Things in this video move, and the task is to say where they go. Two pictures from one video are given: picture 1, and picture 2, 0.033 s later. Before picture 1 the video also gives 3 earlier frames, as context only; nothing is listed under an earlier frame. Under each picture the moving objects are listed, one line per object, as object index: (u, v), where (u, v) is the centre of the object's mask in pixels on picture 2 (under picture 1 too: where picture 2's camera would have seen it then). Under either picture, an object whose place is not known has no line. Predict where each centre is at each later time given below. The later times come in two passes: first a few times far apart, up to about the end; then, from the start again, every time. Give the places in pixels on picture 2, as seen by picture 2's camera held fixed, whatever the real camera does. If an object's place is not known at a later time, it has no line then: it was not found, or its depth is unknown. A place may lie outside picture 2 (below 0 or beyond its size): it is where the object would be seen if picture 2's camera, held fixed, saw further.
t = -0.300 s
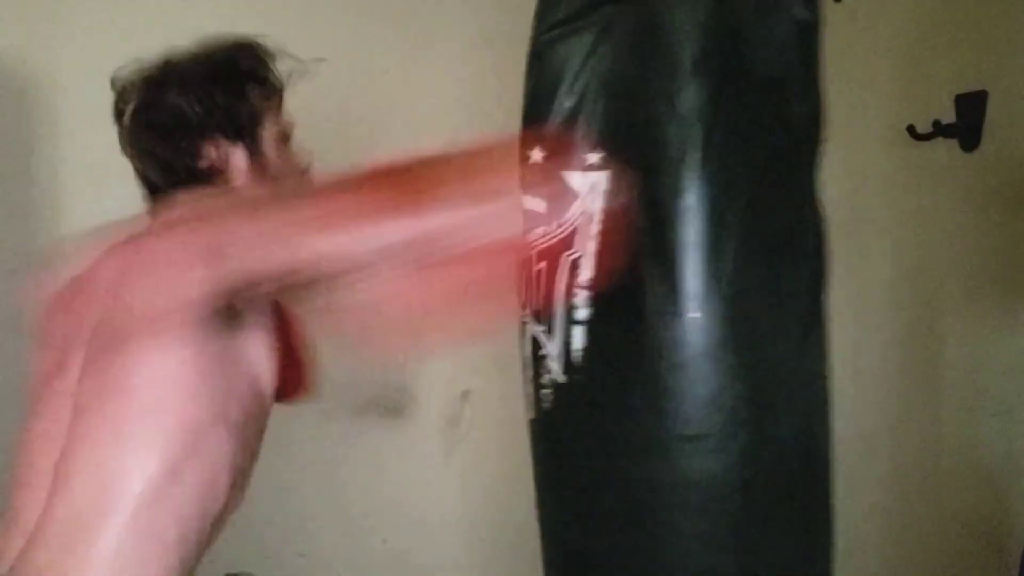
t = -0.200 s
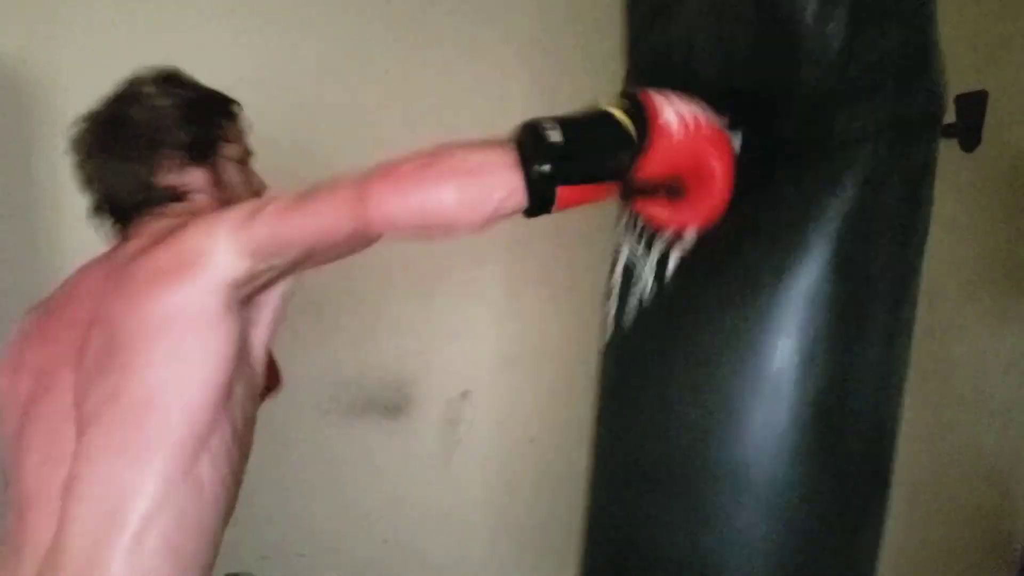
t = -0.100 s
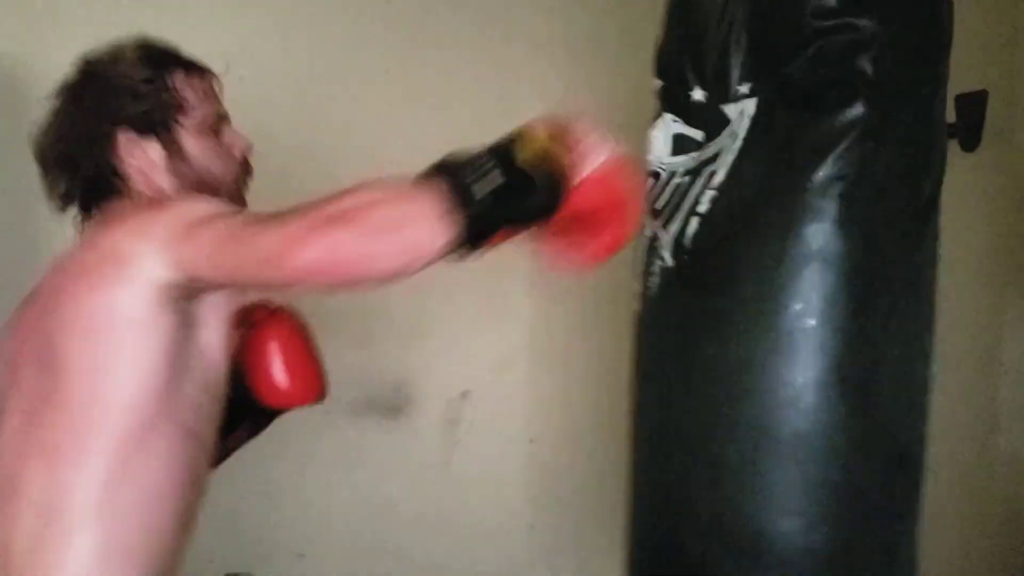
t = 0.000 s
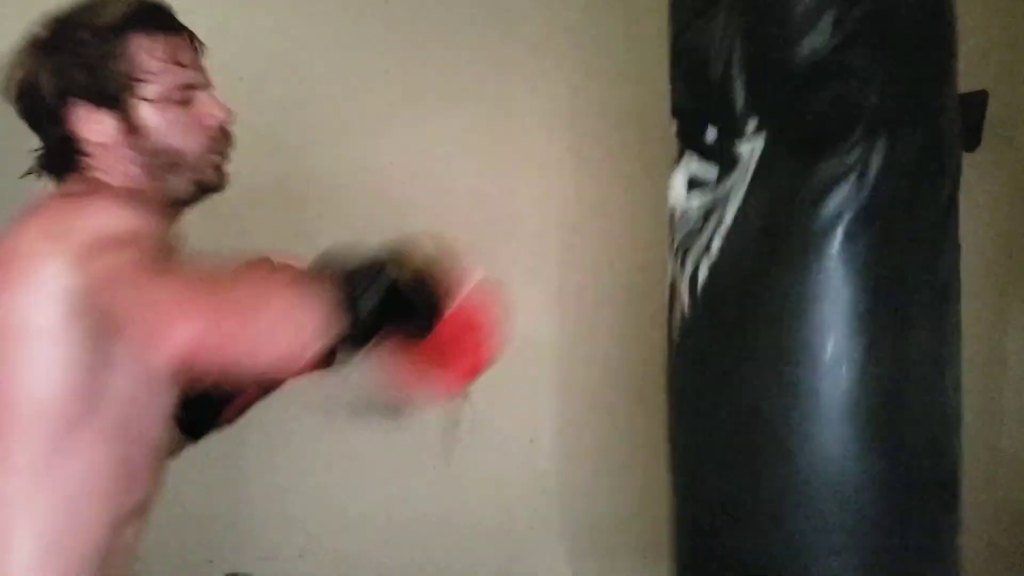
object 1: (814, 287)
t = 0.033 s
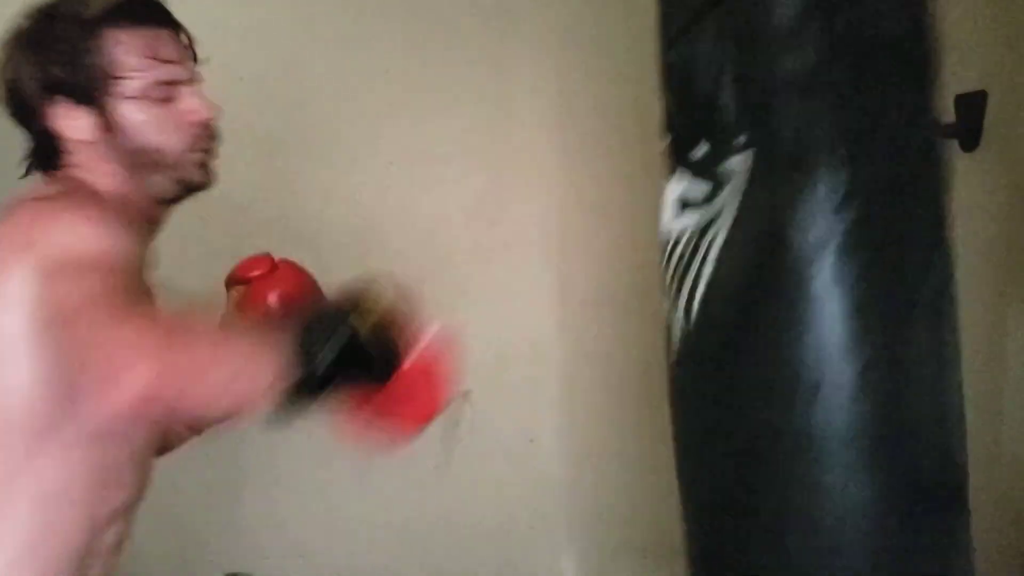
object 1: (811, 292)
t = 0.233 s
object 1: (794, 294)
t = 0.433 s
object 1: (798, 295)
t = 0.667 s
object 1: (746, 296)
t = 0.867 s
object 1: (687, 296)
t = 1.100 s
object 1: (625, 297)
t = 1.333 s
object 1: (598, 298)
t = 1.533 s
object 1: (613, 296)
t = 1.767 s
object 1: (675, 295)
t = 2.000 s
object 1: (748, 295)
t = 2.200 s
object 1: (791, 296)
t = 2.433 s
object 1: (798, 295)
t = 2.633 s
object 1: (767, 294)
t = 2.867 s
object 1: (704, 292)
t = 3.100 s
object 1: (639, 292)
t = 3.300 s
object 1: (605, 293)
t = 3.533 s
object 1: (608, 292)
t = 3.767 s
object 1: (657, 290)
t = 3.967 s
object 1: (720, 290)
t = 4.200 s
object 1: (777, 290)
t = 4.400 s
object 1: (796, 290)
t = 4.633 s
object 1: (777, 290)
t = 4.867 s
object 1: (721, 290)
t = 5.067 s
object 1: (665, 290)
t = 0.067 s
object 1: (802, 293)
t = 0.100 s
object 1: (797, 292)
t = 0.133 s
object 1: (788, 295)
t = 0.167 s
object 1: (787, 293)
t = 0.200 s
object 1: (792, 294)
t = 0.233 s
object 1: (794, 294)
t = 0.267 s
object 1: (799, 296)
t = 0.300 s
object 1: (807, 296)
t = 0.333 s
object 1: (811, 294)
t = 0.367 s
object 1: (809, 295)
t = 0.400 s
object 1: (804, 295)
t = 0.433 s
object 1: (798, 295)
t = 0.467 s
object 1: (791, 295)
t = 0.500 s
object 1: (784, 295)
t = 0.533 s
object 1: (780, 295)
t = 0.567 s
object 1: (774, 295)
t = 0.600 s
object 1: (766, 295)
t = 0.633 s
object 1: (757, 295)
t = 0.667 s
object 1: (746, 296)
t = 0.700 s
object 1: (735, 296)
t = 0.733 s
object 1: (726, 296)
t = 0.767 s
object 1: (717, 296)
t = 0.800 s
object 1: (708, 296)
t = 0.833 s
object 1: (698, 296)
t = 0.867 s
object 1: (687, 296)
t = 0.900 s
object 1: (677, 296)
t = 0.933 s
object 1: (667, 296)
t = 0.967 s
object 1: (658, 296)
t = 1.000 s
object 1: (649, 296)
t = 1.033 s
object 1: (641, 296)
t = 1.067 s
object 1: (633, 297)
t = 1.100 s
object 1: (625, 297)
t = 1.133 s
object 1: (618, 297)
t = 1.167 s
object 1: (612, 297)
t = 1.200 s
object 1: (606, 297)
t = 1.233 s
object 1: (602, 297)
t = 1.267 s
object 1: (599, 298)
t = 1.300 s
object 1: (598, 298)
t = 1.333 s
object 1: (598, 298)
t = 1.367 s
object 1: (598, 298)
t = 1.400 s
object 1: (599, 298)
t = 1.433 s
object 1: (601, 297)
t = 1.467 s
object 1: (603, 297)
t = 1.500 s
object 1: (608, 297)
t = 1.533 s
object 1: (613, 296)
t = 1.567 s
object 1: (620, 296)
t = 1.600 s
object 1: (628, 296)
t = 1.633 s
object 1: (636, 297)
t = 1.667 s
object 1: (645, 296)
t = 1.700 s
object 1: (655, 296)
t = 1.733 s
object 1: (665, 296)
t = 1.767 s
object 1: (675, 295)
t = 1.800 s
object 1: (685, 296)
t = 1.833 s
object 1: (696, 296)
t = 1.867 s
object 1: (707, 295)
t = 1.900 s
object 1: (718, 295)
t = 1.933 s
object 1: (729, 295)
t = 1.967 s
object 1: (739, 295)
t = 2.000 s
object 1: (748, 295)
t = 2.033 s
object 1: (757, 295)
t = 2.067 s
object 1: (766, 295)
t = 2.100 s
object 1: (773, 296)
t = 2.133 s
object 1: (780, 296)
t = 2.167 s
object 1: (786, 296)
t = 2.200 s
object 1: (791, 296)
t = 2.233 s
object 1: (795, 296)
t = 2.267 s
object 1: (797, 295)
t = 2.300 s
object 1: (799, 295)
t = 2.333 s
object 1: (800, 295)
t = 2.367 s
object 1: (801, 295)
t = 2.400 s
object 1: (800, 295)
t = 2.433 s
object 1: (798, 295)
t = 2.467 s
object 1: (795, 295)
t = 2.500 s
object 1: (791, 295)
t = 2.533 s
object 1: (786, 295)
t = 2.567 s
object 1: (781, 294)
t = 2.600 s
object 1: (775, 294)
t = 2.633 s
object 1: (767, 294)
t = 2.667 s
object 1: (760, 294)
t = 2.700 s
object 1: (752, 293)
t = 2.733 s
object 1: (743, 293)
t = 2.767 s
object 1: (734, 293)
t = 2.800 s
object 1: (724, 292)
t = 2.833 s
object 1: (714, 292)
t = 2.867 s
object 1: (704, 292)
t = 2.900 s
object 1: (695, 292)
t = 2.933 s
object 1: (685, 292)
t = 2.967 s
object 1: (675, 292)
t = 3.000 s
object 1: (666, 292)
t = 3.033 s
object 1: (656, 292)
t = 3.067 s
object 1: (648, 292)
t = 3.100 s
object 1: (639, 292)
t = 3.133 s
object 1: (632, 292)
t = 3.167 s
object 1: (625, 292)
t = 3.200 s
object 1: (619, 292)
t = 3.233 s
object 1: (613, 293)
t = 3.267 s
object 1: (609, 293)
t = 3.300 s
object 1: (605, 293)
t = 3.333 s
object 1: (602, 293)
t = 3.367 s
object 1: (600, 293)
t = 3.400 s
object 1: (600, 293)
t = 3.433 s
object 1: (600, 293)
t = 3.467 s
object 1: (602, 292)
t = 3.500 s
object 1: (604, 292)
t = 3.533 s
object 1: (608, 292)
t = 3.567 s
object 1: (612, 292)
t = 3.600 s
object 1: (618, 291)
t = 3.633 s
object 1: (624, 291)
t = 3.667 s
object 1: (631, 291)
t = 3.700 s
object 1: (639, 291)
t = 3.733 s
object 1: (648, 291)
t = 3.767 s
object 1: (657, 290)
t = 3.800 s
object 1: (667, 290)
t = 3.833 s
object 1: (677, 290)
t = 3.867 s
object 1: (688, 290)
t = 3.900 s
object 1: (698, 290)
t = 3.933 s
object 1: (709, 290)
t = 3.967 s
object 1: (720, 290)
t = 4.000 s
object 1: (730, 290)
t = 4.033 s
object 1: (739, 290)
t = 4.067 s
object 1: (748, 290)
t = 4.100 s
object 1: (756, 290)
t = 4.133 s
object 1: (765, 290)
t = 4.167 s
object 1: (771, 290)
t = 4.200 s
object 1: (777, 290)
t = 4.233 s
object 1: (783, 290)
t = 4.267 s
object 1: (787, 290)
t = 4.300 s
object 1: (791, 290)
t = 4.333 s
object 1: (794, 290)
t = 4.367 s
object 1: (796, 290)
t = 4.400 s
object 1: (796, 290)
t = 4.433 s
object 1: (796, 290)
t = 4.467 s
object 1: (795, 290)
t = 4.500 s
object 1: (793, 290)
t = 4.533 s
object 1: (790, 290)
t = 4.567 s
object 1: (786, 290)
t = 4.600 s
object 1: (782, 290)
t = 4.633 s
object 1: (777, 290)
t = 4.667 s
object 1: (771, 290)
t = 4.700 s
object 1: (764, 290)
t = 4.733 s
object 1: (756, 290)
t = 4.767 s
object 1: (748, 290)
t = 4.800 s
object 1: (739, 290)
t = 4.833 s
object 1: (730, 290)
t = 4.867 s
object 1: (721, 290)
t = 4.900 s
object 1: (712, 290)
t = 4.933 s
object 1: (703, 290)
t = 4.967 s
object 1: (694, 290)
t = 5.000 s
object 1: (684, 290)
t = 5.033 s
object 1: (675, 290)
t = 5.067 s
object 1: (665, 290)
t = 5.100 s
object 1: (656, 290)
